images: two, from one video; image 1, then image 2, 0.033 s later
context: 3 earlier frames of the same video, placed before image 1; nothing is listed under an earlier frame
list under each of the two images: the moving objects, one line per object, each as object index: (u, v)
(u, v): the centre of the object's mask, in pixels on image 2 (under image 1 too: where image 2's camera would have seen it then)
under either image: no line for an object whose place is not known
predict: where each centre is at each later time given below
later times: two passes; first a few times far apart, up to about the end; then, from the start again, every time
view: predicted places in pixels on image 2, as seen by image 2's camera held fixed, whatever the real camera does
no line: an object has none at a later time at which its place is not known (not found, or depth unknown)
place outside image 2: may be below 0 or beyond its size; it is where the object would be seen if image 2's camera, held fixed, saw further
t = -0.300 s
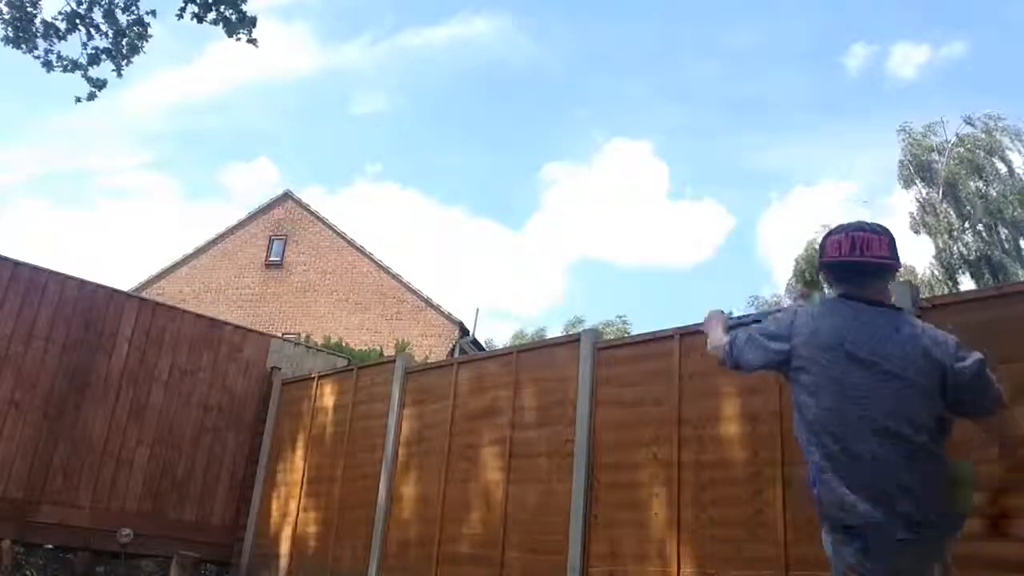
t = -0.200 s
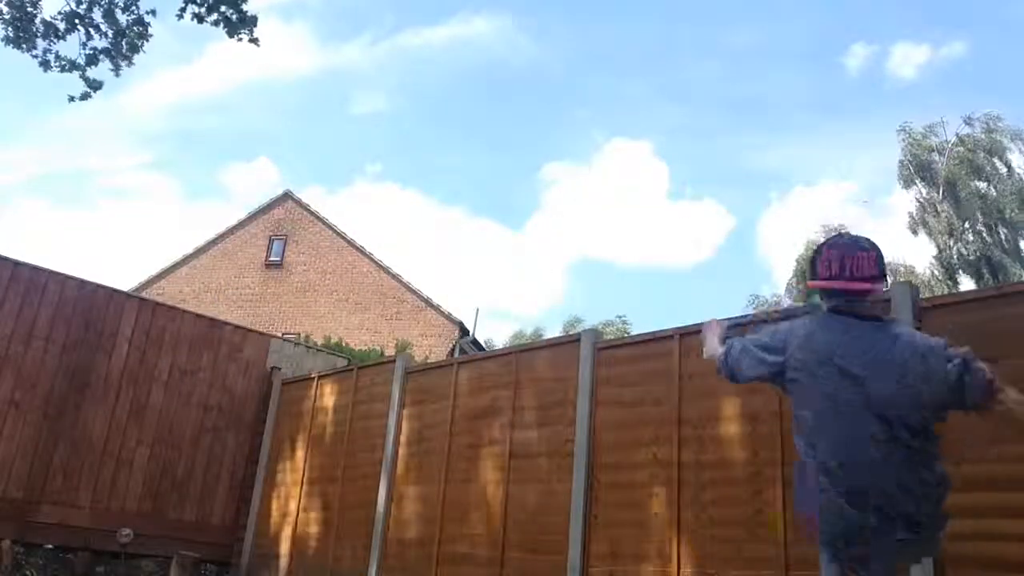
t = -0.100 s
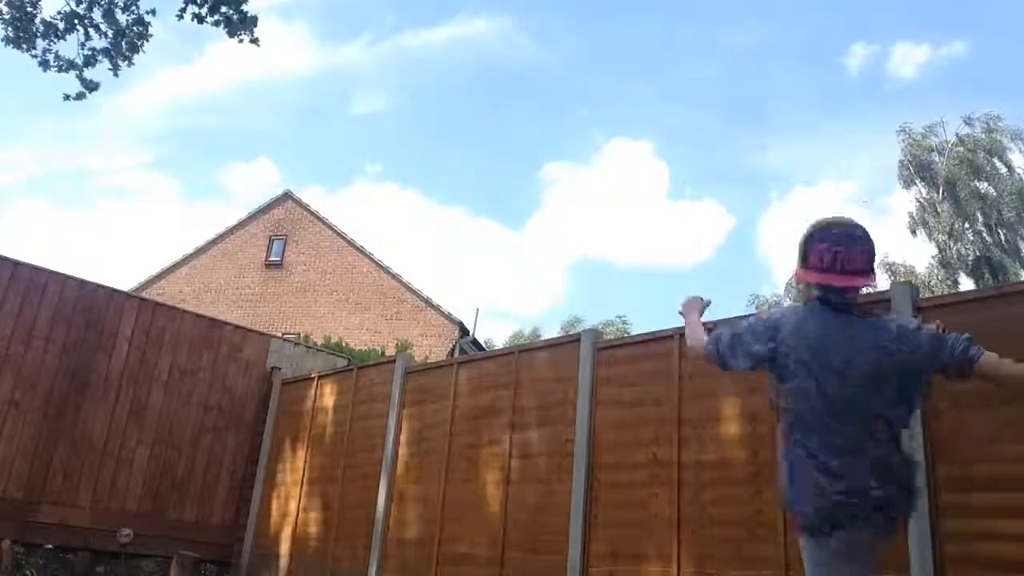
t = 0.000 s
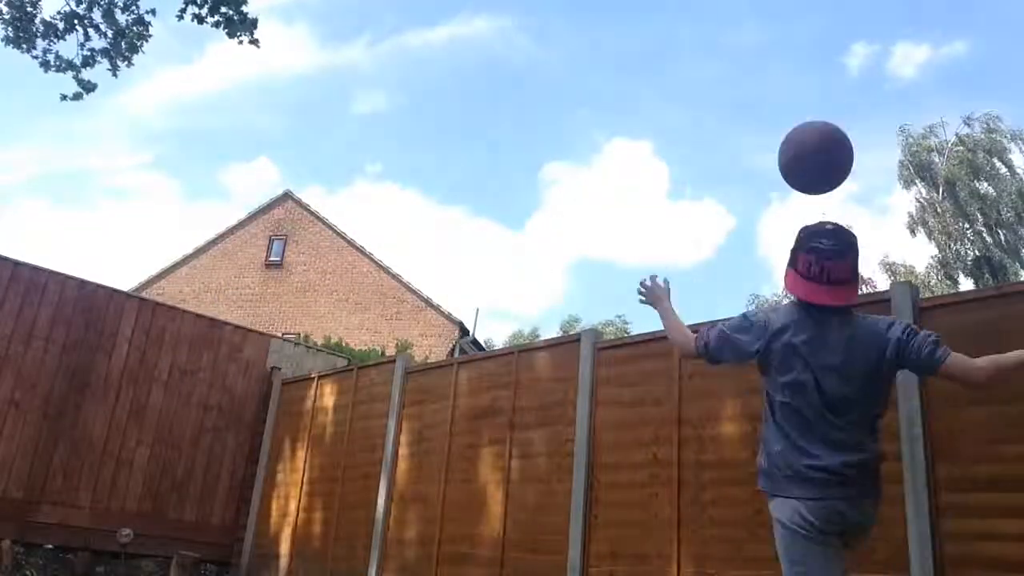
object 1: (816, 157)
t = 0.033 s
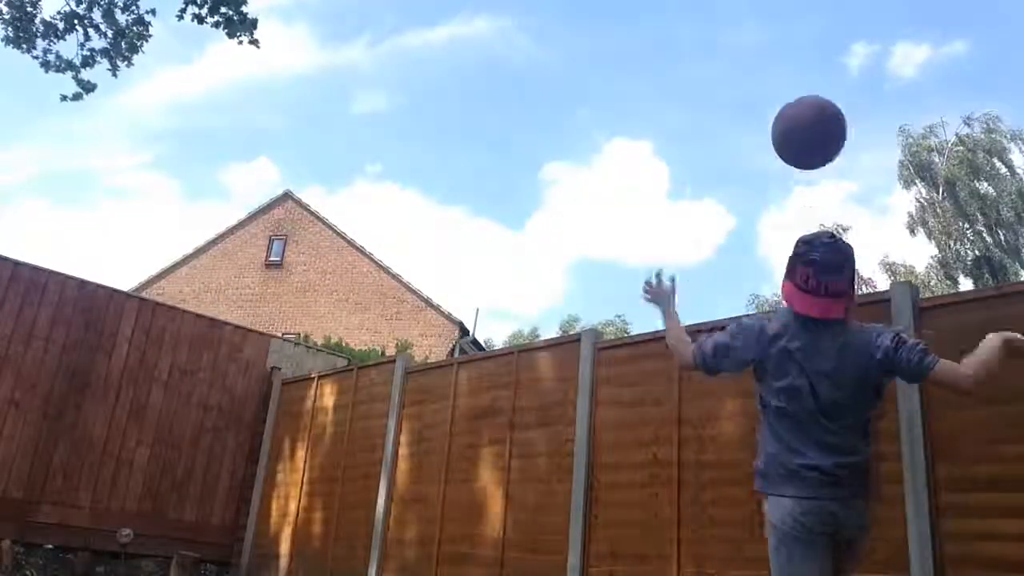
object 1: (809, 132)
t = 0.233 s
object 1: (771, 41)
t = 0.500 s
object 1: (719, 79)
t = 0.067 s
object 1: (803, 110)
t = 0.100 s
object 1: (796, 91)
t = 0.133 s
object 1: (790, 74)
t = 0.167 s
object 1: (784, 60)
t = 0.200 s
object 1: (777, 49)
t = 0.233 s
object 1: (771, 41)
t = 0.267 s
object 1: (765, 36)
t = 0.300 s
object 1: (758, 34)
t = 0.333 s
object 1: (752, 34)
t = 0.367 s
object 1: (745, 36)
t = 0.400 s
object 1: (738, 42)
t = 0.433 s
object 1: (732, 51)
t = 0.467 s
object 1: (726, 63)
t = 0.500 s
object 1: (719, 79)
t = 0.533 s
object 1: (711, 99)
